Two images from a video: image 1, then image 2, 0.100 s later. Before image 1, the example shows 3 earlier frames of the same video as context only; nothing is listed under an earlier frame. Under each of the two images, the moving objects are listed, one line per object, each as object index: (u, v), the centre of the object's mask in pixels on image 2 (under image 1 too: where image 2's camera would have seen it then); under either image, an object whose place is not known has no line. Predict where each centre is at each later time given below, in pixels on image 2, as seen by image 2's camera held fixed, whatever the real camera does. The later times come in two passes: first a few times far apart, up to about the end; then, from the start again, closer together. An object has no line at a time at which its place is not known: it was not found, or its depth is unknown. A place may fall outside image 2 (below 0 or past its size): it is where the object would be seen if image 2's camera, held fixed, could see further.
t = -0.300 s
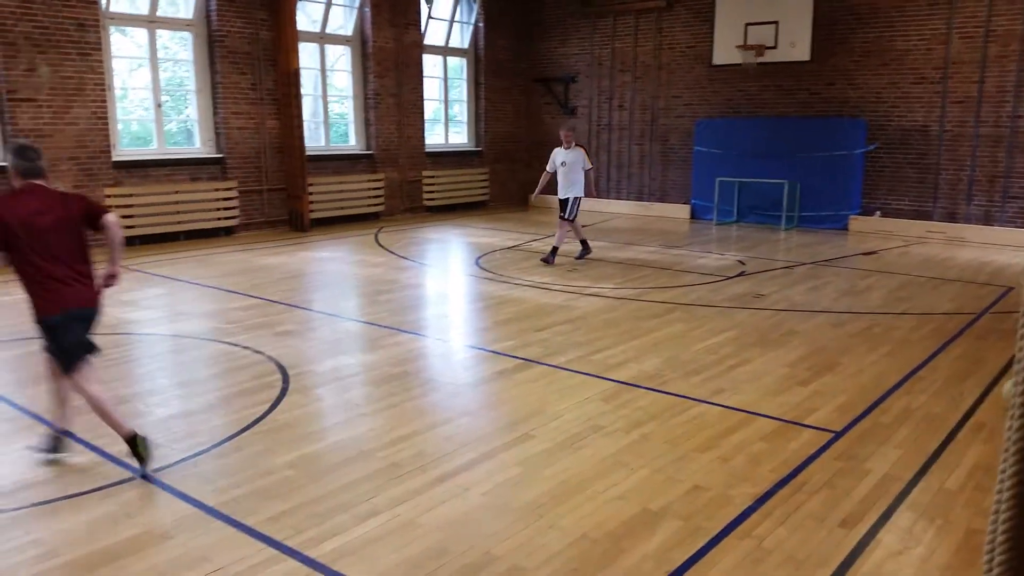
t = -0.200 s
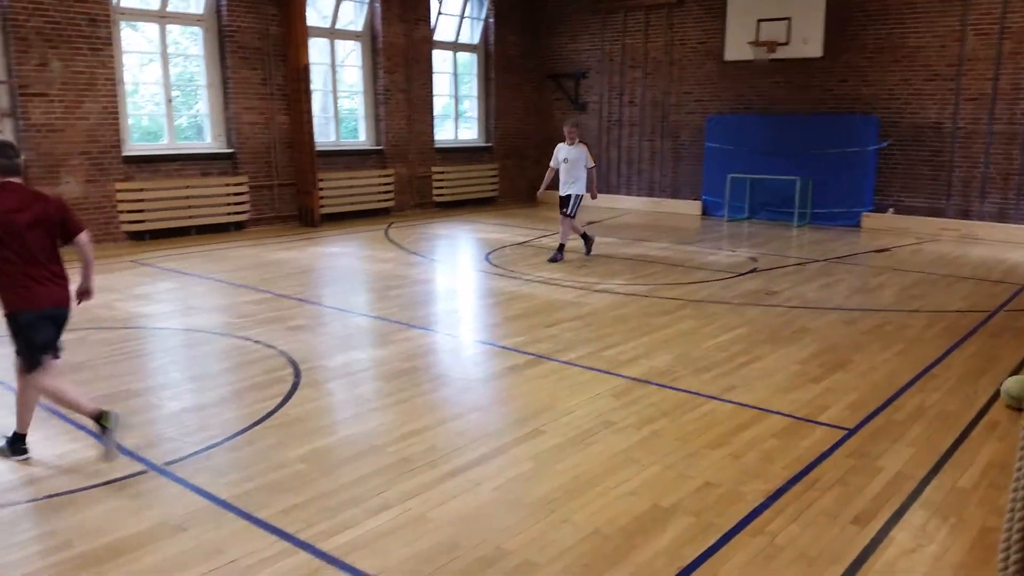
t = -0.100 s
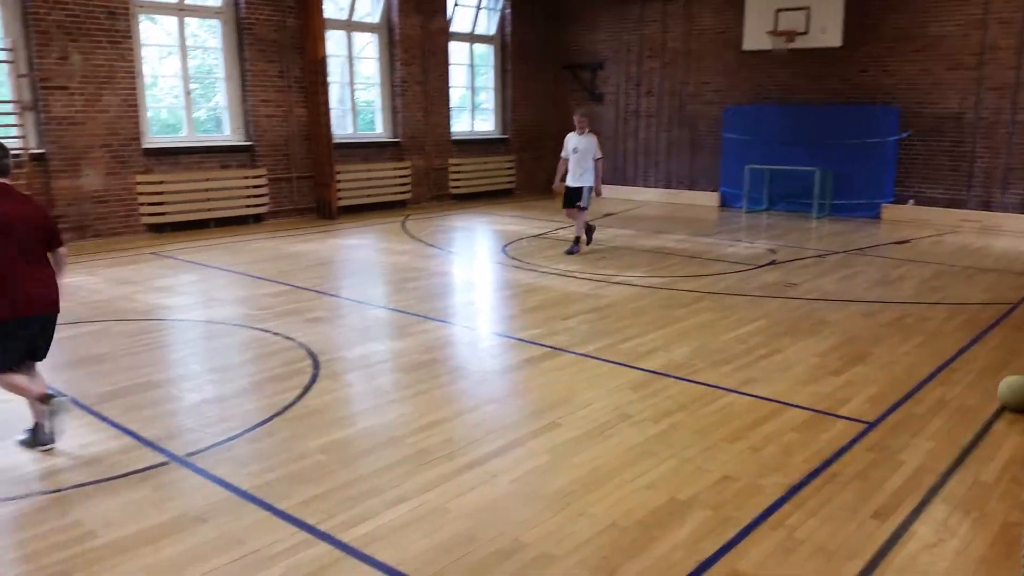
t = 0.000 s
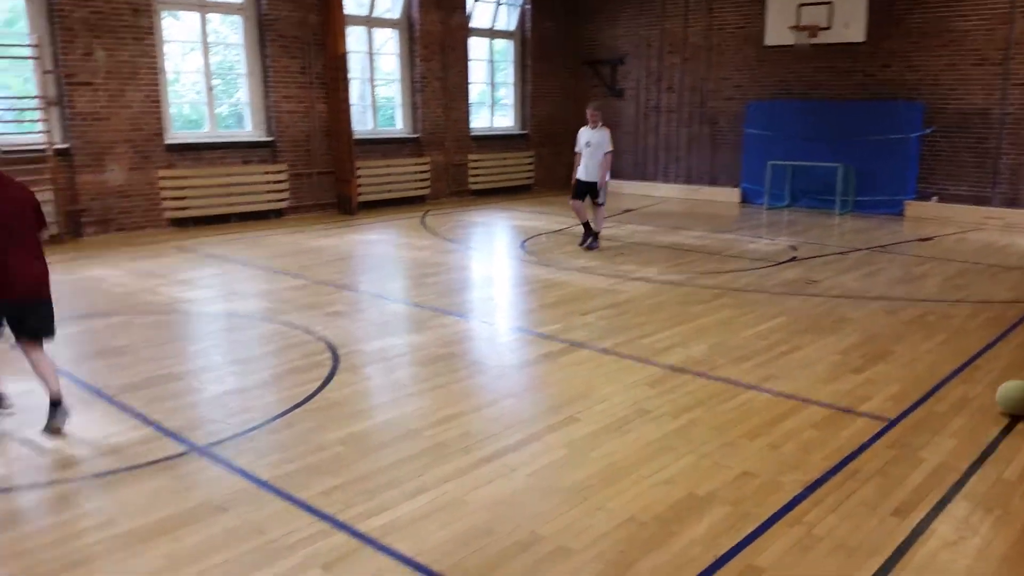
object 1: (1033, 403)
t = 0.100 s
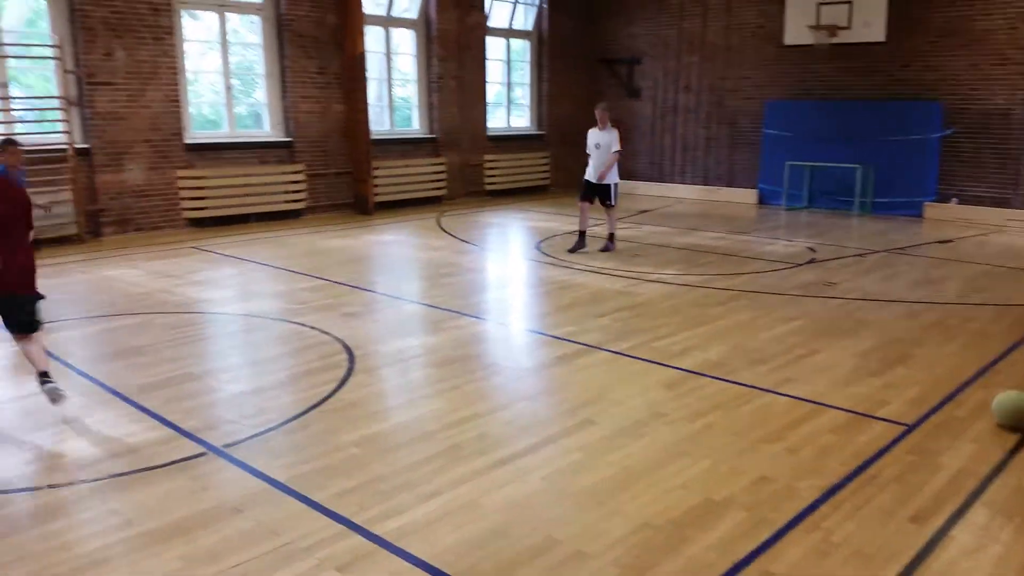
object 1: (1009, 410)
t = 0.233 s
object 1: (976, 416)
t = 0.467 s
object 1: (926, 427)
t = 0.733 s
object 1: (863, 443)
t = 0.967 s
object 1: (802, 457)
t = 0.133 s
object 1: (1002, 411)
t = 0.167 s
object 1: (993, 413)
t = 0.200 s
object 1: (985, 414)
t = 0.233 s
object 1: (976, 416)
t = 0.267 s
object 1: (969, 418)
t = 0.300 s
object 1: (962, 420)
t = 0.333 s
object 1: (954, 422)
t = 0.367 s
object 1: (946, 424)
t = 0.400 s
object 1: (939, 425)
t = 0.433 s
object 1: (933, 427)
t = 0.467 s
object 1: (926, 427)
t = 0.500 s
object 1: (918, 429)
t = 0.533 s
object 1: (911, 431)
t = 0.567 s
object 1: (904, 433)
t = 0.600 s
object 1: (895, 435)
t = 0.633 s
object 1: (888, 437)
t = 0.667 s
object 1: (878, 439)
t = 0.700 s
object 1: (871, 442)
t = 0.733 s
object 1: (863, 443)
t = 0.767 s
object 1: (855, 445)
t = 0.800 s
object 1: (847, 447)
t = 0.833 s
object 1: (837, 449)
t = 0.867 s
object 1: (828, 451)
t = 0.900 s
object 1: (819, 453)
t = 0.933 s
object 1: (811, 455)
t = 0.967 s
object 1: (802, 457)
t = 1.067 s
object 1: (774, 463)
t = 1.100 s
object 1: (765, 465)
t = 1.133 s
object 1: (755, 466)
